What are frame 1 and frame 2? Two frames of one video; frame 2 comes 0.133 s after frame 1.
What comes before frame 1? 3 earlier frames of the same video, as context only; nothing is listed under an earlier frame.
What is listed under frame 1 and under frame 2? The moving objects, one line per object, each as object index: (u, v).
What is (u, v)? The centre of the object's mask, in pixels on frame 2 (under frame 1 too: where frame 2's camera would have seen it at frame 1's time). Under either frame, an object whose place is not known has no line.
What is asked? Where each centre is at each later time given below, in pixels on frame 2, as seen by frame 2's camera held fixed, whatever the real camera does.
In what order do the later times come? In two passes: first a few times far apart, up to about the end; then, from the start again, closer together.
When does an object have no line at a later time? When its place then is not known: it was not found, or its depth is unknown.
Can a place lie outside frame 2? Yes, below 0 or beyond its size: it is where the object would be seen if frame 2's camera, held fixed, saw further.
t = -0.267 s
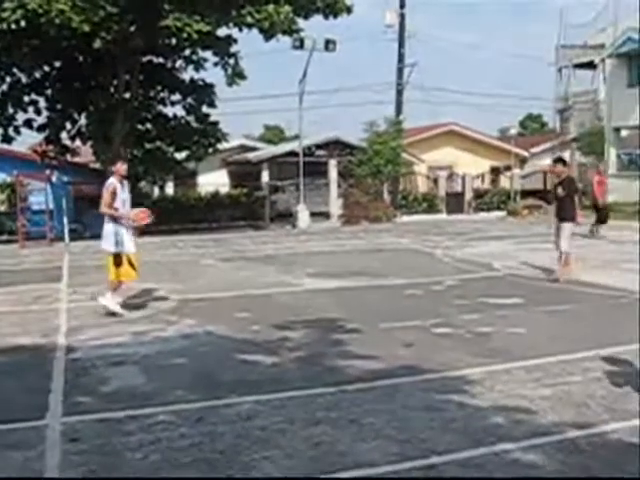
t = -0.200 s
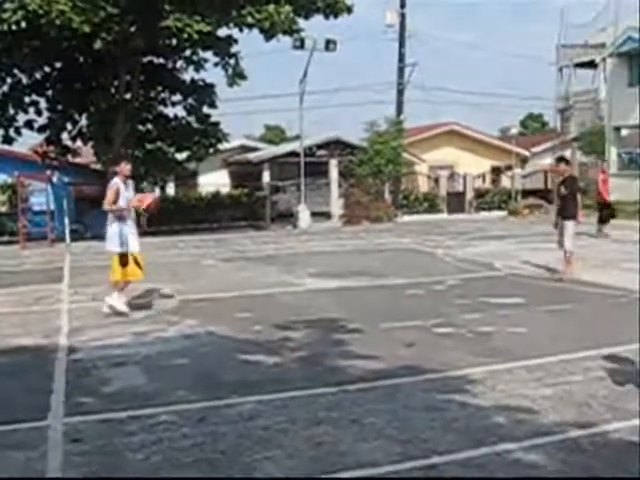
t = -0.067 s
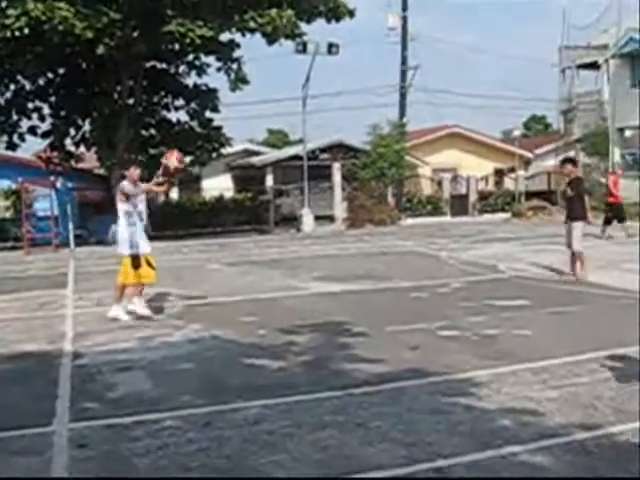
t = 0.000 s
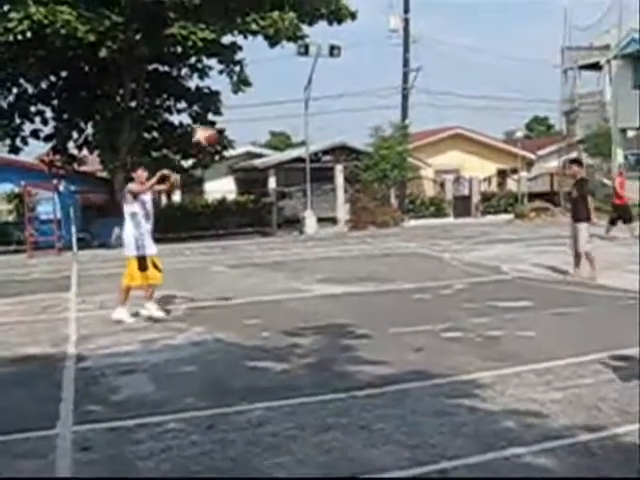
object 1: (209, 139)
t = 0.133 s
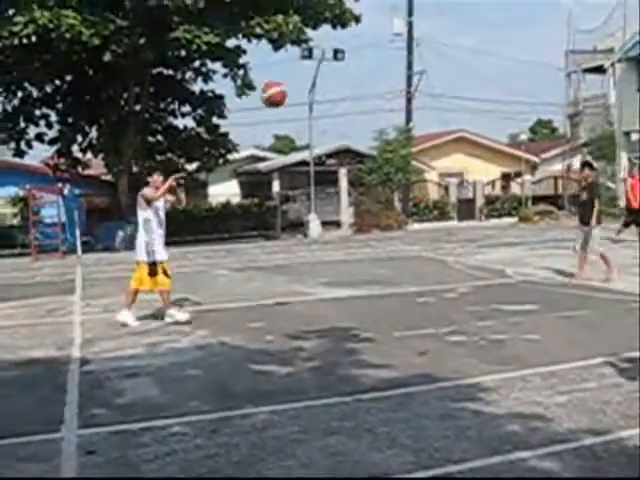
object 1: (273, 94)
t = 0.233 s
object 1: (329, 69)
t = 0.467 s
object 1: (481, 48)
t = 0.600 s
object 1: (585, 70)
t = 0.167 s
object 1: (290, 85)
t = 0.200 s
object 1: (309, 76)
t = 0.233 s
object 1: (329, 69)
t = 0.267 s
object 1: (346, 61)
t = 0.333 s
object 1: (389, 52)
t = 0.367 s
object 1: (411, 49)
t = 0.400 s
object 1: (433, 48)
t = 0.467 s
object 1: (481, 48)
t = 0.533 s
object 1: (532, 56)
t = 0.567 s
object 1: (560, 65)
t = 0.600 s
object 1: (585, 70)
